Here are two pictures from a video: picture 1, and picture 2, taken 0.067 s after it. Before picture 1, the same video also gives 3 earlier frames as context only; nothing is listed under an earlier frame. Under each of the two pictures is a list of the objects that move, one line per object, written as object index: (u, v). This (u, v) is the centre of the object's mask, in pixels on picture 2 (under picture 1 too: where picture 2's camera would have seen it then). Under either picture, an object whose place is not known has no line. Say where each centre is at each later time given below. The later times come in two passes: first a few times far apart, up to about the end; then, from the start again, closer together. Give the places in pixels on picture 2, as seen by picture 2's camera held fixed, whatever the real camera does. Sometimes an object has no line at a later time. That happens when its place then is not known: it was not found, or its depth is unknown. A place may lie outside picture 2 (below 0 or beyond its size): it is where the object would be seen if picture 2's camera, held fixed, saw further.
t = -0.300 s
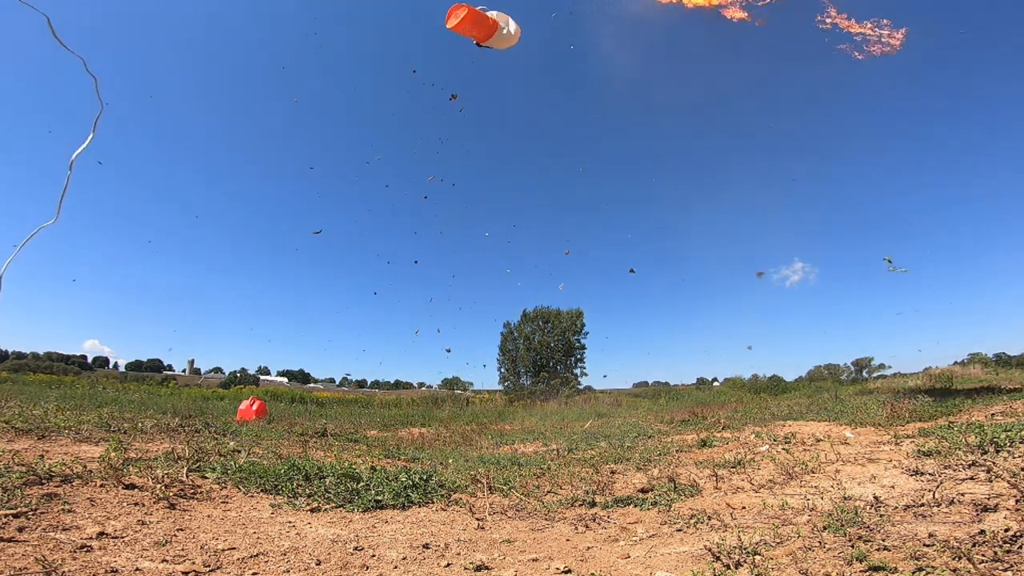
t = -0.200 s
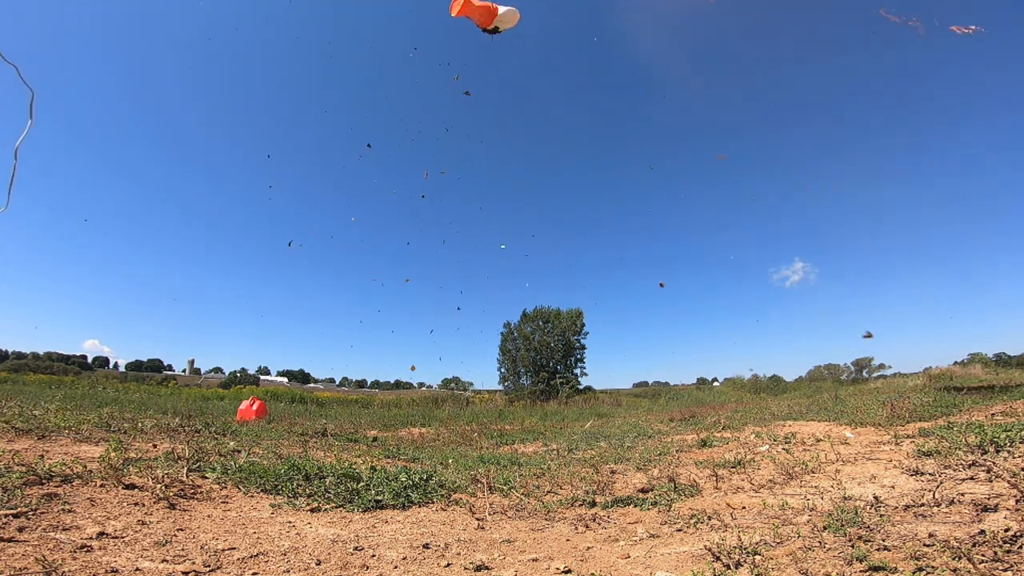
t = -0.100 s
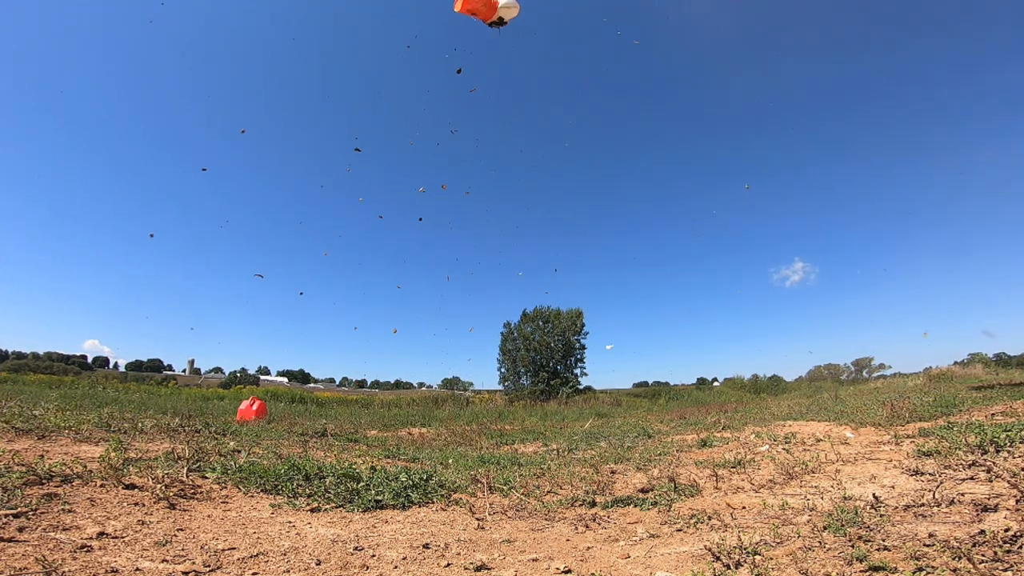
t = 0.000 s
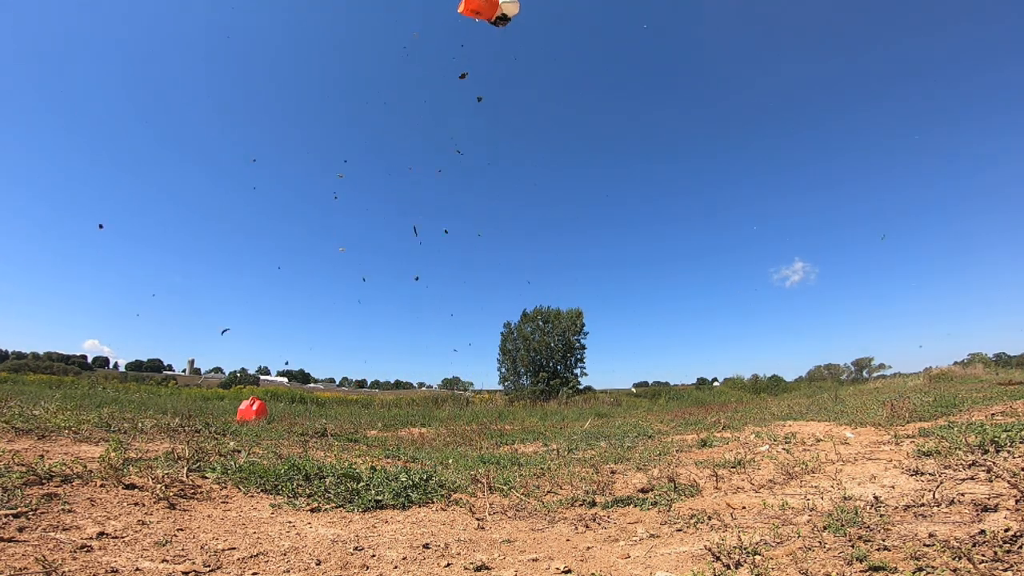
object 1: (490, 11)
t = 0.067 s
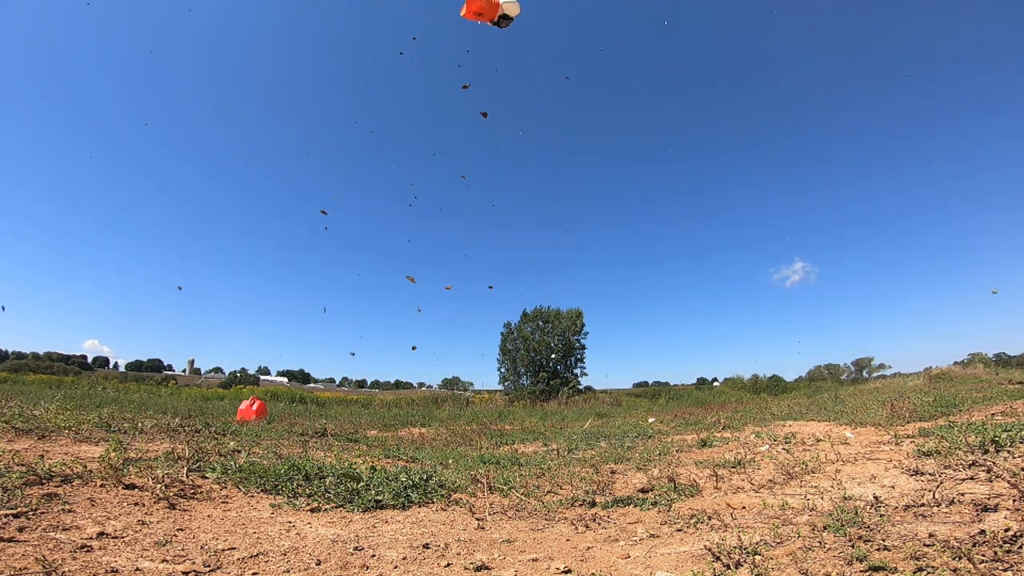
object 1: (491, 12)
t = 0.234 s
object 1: (495, 23)
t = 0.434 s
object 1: (503, 53)
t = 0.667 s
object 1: (517, 111)
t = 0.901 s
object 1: (539, 220)
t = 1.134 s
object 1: (561, 411)
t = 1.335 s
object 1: (563, 401)
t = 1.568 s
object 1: (568, 413)
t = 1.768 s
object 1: (568, 414)
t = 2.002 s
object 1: (571, 415)
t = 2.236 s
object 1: (571, 415)
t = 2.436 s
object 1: (571, 415)
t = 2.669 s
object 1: (571, 415)
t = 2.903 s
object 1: (571, 415)
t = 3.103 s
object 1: (571, 415)
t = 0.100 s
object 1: (492, 13)
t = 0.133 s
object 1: (492, 14)
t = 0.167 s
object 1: (493, 17)
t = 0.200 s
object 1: (494, 20)
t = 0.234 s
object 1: (495, 23)
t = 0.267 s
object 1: (496, 27)
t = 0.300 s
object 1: (498, 32)
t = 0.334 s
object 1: (499, 36)
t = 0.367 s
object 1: (500, 41)
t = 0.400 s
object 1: (502, 47)
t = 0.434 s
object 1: (503, 53)
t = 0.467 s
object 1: (504, 59)
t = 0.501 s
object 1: (506, 66)
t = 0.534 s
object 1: (508, 73)
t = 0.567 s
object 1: (510, 82)
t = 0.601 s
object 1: (512, 90)
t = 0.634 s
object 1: (515, 100)
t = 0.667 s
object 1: (517, 111)
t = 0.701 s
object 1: (520, 122)
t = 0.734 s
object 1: (523, 135)
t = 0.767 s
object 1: (525, 149)
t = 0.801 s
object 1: (529, 165)
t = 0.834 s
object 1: (532, 181)
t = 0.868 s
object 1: (535, 200)
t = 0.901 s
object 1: (539, 220)
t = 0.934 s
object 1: (542, 243)
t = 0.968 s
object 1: (545, 267)
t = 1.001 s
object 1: (549, 293)
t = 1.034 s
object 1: (552, 322)
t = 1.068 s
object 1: (555, 350)
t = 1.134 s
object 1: (561, 411)
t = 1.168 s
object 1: (561, 418)
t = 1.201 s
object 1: (562, 412)
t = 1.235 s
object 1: (562, 408)
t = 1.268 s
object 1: (562, 404)
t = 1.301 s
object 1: (562, 402)
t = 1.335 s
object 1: (563, 401)
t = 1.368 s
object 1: (565, 402)
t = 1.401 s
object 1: (566, 404)
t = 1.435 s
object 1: (566, 406)
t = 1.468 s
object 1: (566, 407)
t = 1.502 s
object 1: (566, 409)
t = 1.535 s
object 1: (567, 411)
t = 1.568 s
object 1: (568, 413)
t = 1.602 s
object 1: (567, 414)
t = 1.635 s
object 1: (567, 415)
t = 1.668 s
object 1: (567, 415)
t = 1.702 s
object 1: (567, 414)
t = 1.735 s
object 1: (568, 414)
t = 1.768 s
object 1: (568, 414)
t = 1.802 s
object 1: (568, 414)
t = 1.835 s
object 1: (569, 414)
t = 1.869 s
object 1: (570, 414)
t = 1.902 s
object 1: (570, 414)
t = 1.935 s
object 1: (571, 415)
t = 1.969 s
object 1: (571, 414)
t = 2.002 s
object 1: (571, 415)
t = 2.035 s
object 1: (571, 415)
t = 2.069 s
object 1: (571, 415)
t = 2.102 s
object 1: (571, 414)
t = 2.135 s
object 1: (571, 414)
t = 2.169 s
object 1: (571, 414)
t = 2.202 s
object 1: (571, 415)
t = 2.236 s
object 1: (571, 415)
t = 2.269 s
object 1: (571, 415)
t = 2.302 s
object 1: (571, 414)
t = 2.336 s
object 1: (571, 415)
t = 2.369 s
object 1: (571, 415)
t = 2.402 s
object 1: (571, 414)
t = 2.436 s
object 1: (571, 415)
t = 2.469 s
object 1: (571, 414)
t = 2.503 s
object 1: (571, 414)
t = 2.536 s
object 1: (571, 415)
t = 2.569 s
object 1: (571, 414)
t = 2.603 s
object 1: (571, 414)
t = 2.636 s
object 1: (571, 414)
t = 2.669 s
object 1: (571, 415)
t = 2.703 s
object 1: (571, 414)
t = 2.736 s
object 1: (571, 414)
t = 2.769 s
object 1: (571, 415)
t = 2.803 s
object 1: (571, 414)
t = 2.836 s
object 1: (572, 414)
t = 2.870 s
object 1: (571, 415)
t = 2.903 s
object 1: (571, 415)
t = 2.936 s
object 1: (572, 414)
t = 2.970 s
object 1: (571, 415)
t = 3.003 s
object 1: (571, 414)
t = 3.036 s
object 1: (572, 414)
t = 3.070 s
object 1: (571, 414)
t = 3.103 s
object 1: (571, 415)
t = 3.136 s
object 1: (572, 415)
